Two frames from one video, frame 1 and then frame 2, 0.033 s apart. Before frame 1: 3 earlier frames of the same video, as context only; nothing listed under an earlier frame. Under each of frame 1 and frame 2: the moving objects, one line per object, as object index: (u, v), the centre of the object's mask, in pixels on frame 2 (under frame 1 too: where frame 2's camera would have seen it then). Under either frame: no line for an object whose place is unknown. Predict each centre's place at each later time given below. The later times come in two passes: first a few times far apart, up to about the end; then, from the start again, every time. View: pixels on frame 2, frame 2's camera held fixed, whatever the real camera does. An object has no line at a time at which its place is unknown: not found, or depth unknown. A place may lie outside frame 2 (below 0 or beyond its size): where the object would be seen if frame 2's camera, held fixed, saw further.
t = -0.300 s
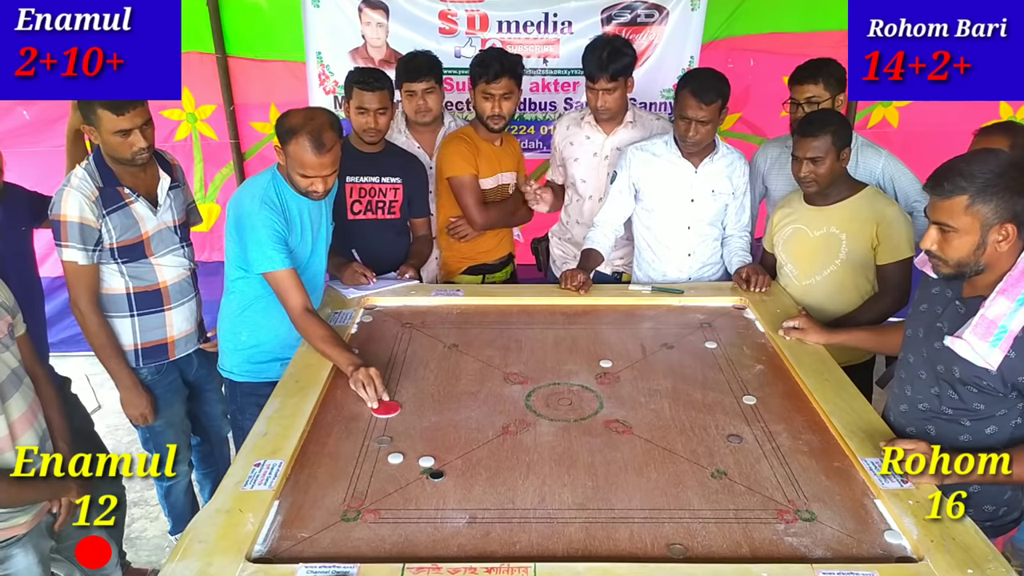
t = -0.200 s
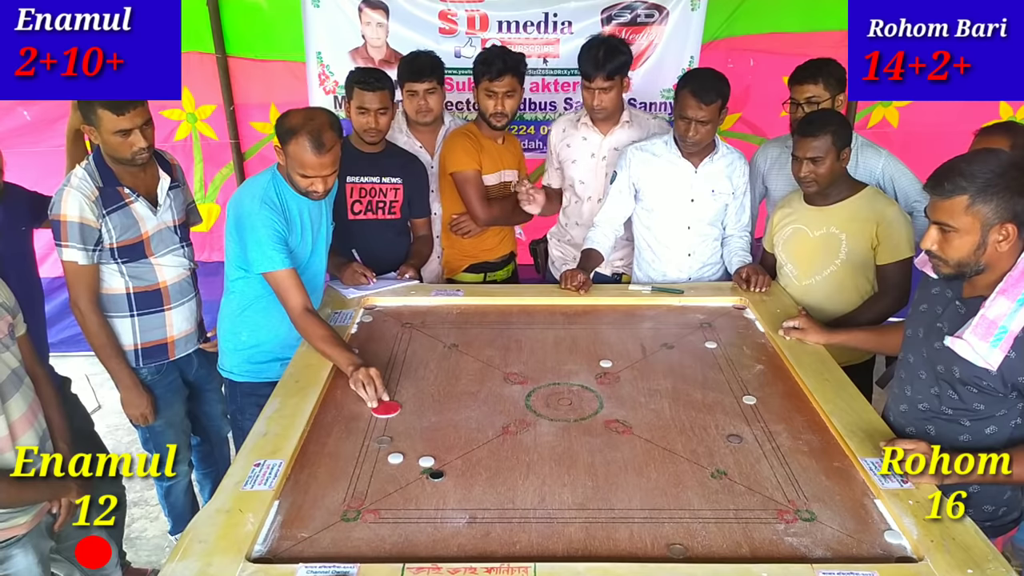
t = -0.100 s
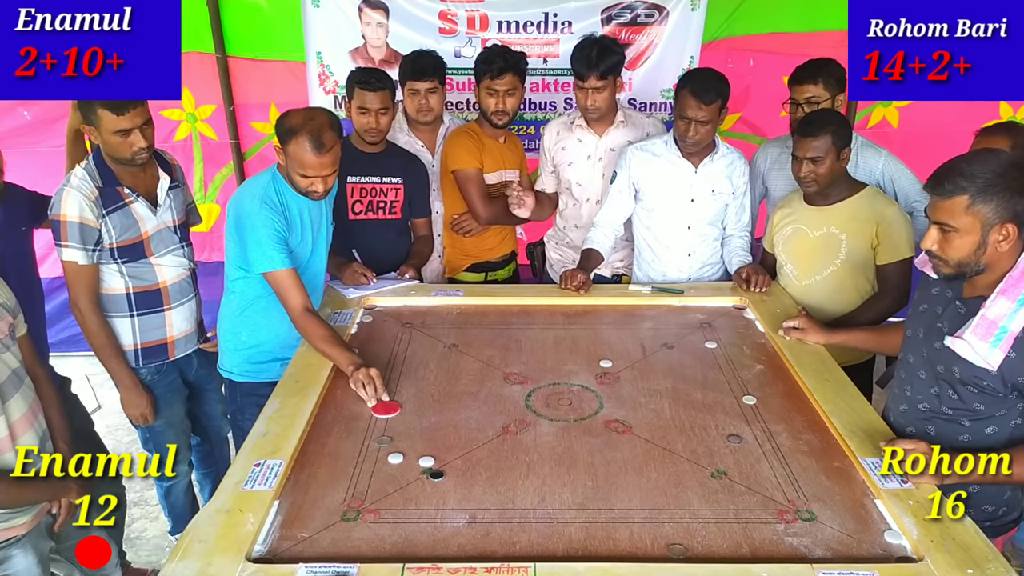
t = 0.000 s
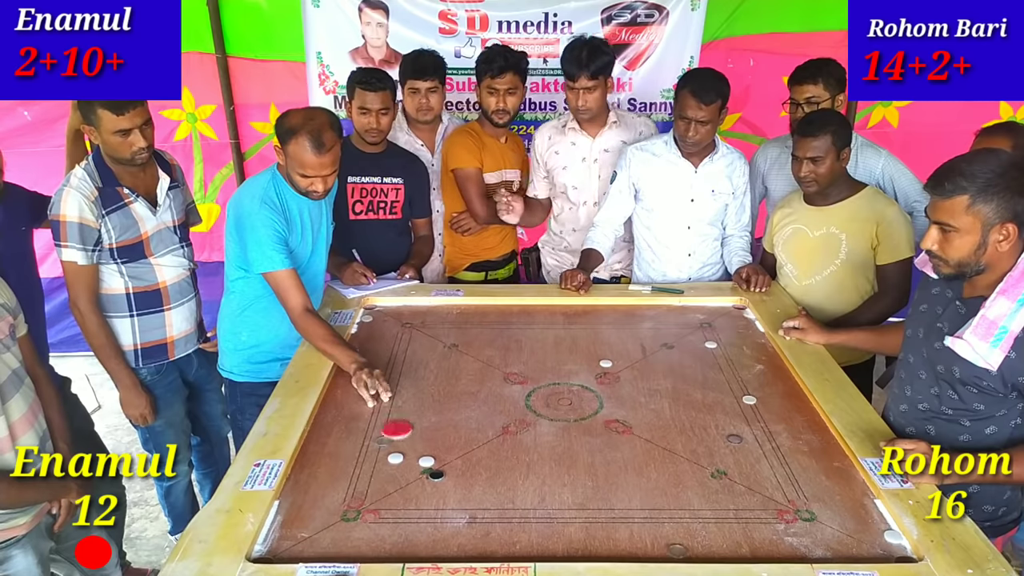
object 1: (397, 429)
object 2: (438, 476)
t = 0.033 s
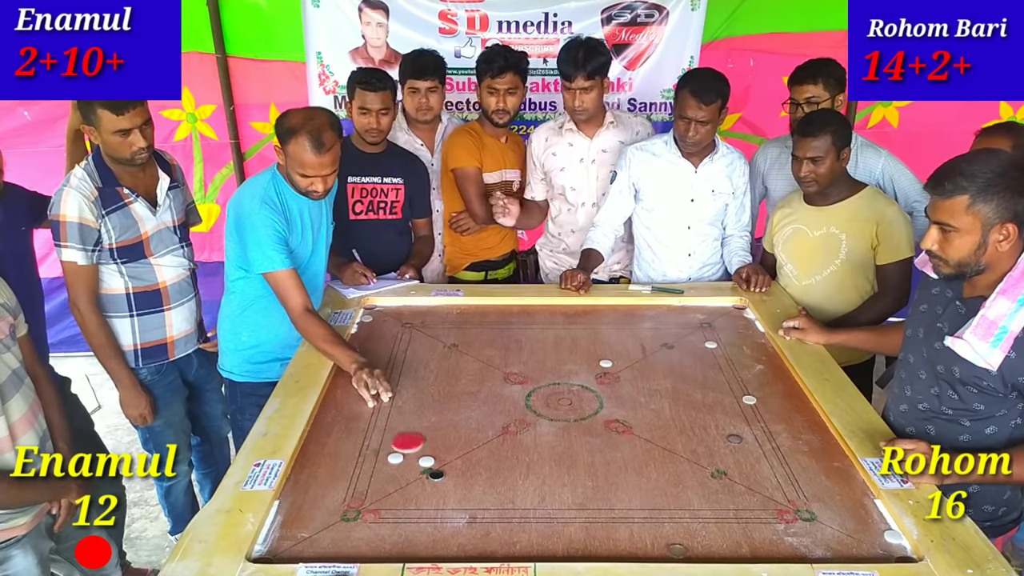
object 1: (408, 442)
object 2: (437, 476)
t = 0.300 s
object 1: (472, 495)
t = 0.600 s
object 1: (521, 530)
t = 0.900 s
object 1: (533, 535)
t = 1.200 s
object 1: (533, 535)
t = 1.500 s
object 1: (533, 536)
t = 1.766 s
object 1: (533, 536)
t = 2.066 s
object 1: (533, 536)
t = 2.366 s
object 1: (533, 535)
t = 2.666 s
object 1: (533, 535)
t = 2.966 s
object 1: (533, 535)
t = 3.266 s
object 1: (533, 535)
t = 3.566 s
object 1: (533, 536)
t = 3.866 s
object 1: (533, 536)
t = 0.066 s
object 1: (418, 453)
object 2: (438, 477)
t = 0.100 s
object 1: (428, 460)
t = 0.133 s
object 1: (435, 467)
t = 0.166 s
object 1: (443, 473)
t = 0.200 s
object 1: (451, 479)
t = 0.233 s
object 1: (458, 485)
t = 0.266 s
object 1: (465, 490)
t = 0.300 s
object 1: (472, 495)
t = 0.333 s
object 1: (479, 500)
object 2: (545, 488)
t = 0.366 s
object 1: (486, 505)
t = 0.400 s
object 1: (492, 510)
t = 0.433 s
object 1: (498, 514)
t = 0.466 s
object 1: (503, 517)
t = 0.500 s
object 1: (508, 521)
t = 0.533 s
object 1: (513, 524)
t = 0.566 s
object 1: (517, 527)
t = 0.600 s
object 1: (521, 530)
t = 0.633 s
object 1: (524, 531)
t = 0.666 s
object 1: (528, 533)
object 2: (617, 389)
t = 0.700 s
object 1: (530, 534)
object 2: (621, 382)
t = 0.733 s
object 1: (532, 535)
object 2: (626, 376)
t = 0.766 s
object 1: (533, 535)
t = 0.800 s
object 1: (533, 536)
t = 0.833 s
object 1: (533, 535)
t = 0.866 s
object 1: (533, 535)
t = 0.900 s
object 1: (533, 535)
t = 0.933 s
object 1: (533, 535)
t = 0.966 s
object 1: (533, 536)
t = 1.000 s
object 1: (533, 535)
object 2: (652, 339)
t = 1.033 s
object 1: (533, 535)
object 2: (654, 336)
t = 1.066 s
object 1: (533, 535)
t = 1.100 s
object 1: (533, 535)
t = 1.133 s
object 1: (533, 536)
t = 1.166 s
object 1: (533, 535)
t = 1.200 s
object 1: (533, 535)
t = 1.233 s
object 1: (533, 535)
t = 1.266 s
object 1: (533, 535)
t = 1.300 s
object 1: (533, 535)
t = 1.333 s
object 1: (533, 535)
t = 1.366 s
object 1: (533, 536)
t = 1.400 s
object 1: (533, 535)
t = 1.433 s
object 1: (533, 536)
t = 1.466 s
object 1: (533, 536)
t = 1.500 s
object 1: (533, 536)
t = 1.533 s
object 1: (533, 536)
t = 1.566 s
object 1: (533, 536)
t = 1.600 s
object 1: (533, 536)
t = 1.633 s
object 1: (533, 535)
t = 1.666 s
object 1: (533, 536)
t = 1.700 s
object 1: (533, 536)
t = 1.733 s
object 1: (533, 536)
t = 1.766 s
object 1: (533, 536)
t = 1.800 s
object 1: (533, 535)
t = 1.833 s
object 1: (533, 535)
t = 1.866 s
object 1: (533, 535)
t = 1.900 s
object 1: (533, 535)
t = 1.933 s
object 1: (533, 535)
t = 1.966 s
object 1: (533, 536)
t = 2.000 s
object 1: (533, 536)
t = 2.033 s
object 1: (533, 536)
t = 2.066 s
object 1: (533, 536)
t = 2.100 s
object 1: (533, 535)
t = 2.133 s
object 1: (533, 536)
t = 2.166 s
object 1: (533, 535)
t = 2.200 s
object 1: (533, 536)
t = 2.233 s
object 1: (533, 535)
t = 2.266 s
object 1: (533, 536)
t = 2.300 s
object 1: (533, 536)
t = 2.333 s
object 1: (533, 536)
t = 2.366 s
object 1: (533, 535)
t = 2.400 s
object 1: (533, 536)
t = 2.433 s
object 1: (533, 536)
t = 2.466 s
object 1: (533, 535)
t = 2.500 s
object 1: (533, 536)
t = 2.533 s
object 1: (533, 536)
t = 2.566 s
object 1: (533, 535)
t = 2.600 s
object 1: (533, 536)
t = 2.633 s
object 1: (533, 535)
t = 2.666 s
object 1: (533, 535)
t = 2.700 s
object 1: (533, 535)
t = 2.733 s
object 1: (533, 536)
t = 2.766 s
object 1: (533, 536)
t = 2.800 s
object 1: (533, 536)
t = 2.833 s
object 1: (533, 536)
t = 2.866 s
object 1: (533, 536)
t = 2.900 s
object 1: (533, 536)
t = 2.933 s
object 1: (533, 535)
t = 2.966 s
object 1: (533, 535)
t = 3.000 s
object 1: (533, 536)
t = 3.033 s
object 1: (533, 536)
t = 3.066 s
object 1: (533, 536)
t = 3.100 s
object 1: (533, 535)
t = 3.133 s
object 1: (533, 536)
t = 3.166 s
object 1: (533, 536)
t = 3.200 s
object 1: (533, 536)
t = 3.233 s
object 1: (533, 535)
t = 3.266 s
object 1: (533, 535)
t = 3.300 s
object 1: (533, 536)
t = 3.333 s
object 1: (533, 536)
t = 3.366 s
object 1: (533, 536)
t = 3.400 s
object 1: (533, 536)
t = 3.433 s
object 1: (533, 536)
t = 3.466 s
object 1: (533, 536)
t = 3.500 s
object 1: (533, 536)
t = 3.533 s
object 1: (533, 536)
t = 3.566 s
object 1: (533, 536)
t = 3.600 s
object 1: (533, 536)
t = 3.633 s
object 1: (533, 536)
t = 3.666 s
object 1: (533, 536)
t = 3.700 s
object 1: (533, 535)
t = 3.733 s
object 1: (533, 536)
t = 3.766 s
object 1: (533, 536)
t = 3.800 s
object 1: (533, 536)
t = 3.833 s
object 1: (533, 536)
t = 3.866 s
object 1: (533, 536)
